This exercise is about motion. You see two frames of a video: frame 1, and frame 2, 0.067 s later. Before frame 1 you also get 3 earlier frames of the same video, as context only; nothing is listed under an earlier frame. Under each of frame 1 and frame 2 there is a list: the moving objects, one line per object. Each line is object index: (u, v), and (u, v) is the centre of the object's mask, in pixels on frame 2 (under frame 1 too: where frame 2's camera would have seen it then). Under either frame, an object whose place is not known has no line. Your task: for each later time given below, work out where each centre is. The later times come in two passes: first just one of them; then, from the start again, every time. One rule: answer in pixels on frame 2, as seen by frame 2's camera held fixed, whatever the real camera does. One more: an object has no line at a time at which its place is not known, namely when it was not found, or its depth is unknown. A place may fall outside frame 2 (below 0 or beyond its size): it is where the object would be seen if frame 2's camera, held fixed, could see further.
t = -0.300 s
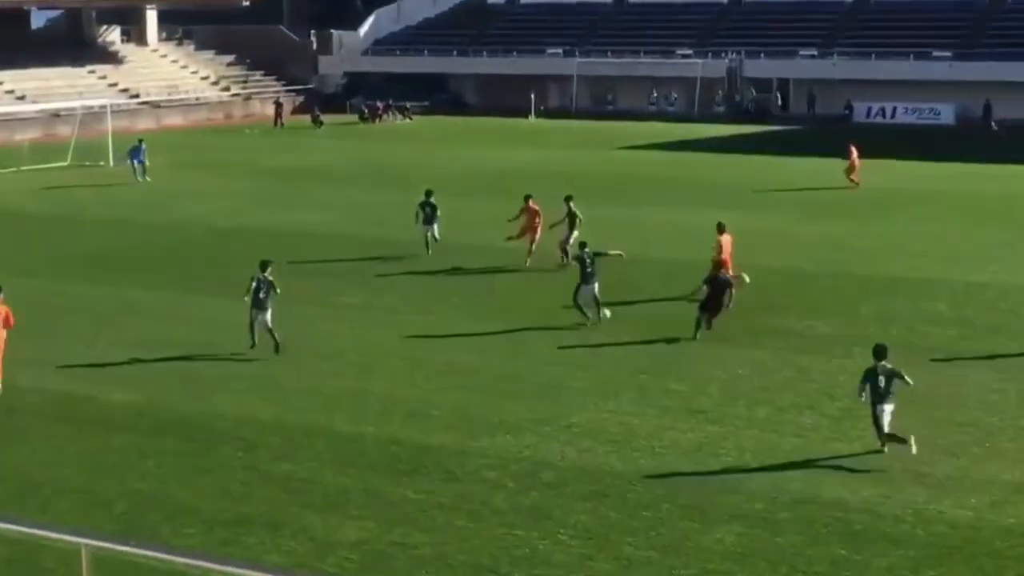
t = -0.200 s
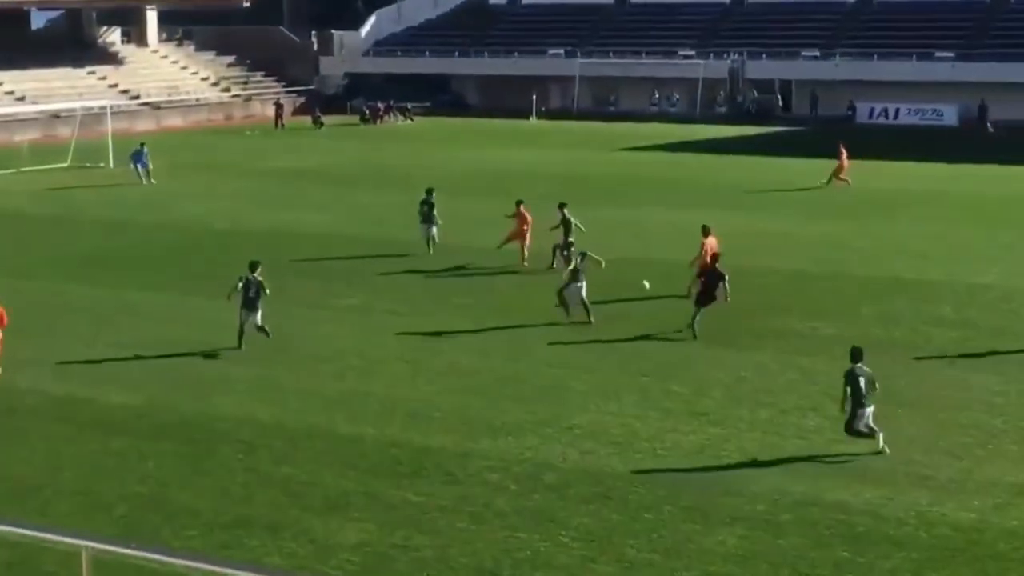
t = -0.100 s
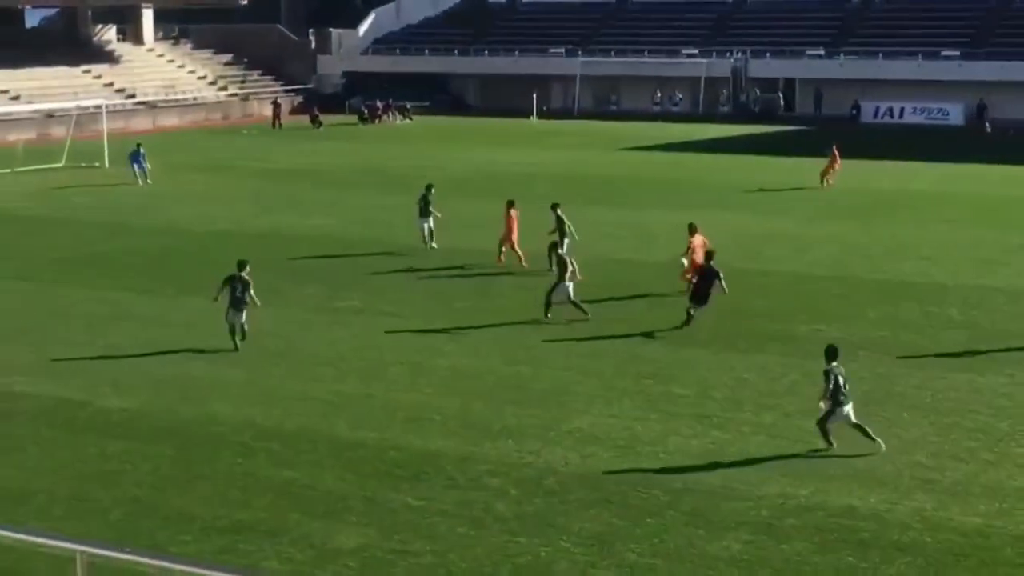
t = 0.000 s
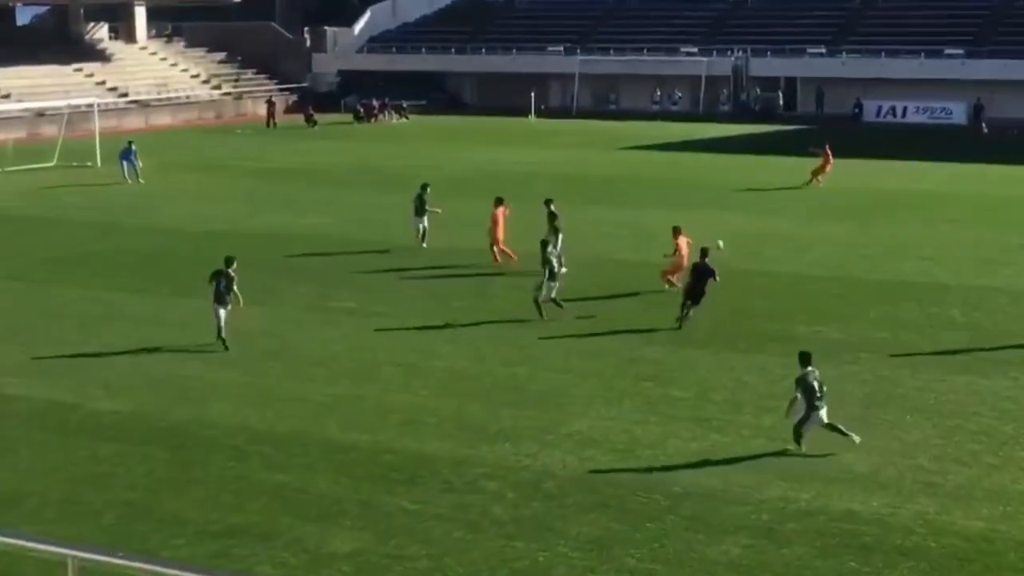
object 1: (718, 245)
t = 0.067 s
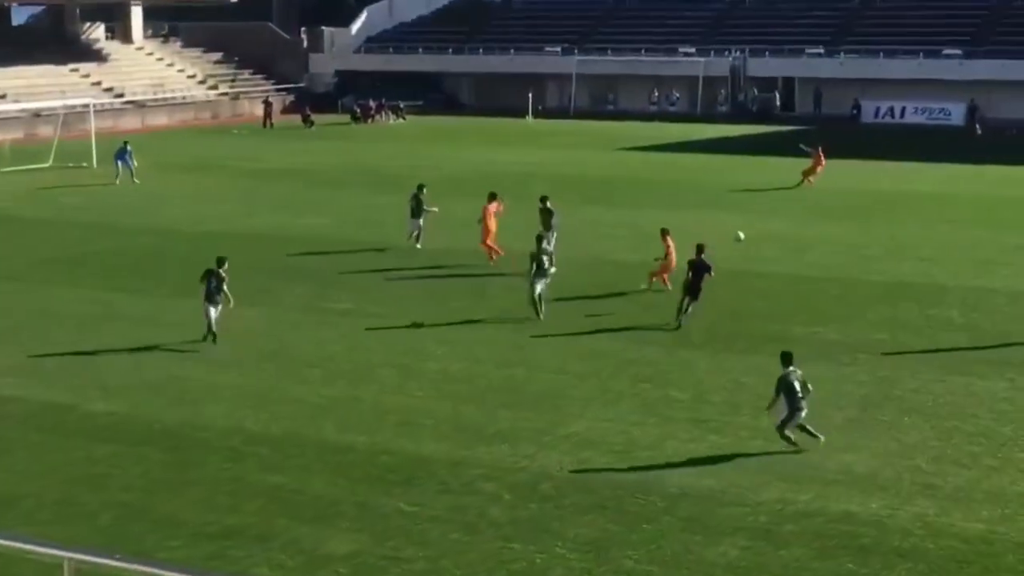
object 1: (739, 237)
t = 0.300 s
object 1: (813, 222)
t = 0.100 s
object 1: (750, 233)
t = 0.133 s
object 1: (762, 229)
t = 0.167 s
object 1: (773, 226)
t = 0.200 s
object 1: (784, 225)
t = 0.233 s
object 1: (793, 224)
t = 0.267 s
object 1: (803, 222)
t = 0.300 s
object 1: (813, 222)
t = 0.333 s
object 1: (822, 220)
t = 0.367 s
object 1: (832, 223)
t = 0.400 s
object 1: (840, 222)
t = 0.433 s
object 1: (851, 226)
